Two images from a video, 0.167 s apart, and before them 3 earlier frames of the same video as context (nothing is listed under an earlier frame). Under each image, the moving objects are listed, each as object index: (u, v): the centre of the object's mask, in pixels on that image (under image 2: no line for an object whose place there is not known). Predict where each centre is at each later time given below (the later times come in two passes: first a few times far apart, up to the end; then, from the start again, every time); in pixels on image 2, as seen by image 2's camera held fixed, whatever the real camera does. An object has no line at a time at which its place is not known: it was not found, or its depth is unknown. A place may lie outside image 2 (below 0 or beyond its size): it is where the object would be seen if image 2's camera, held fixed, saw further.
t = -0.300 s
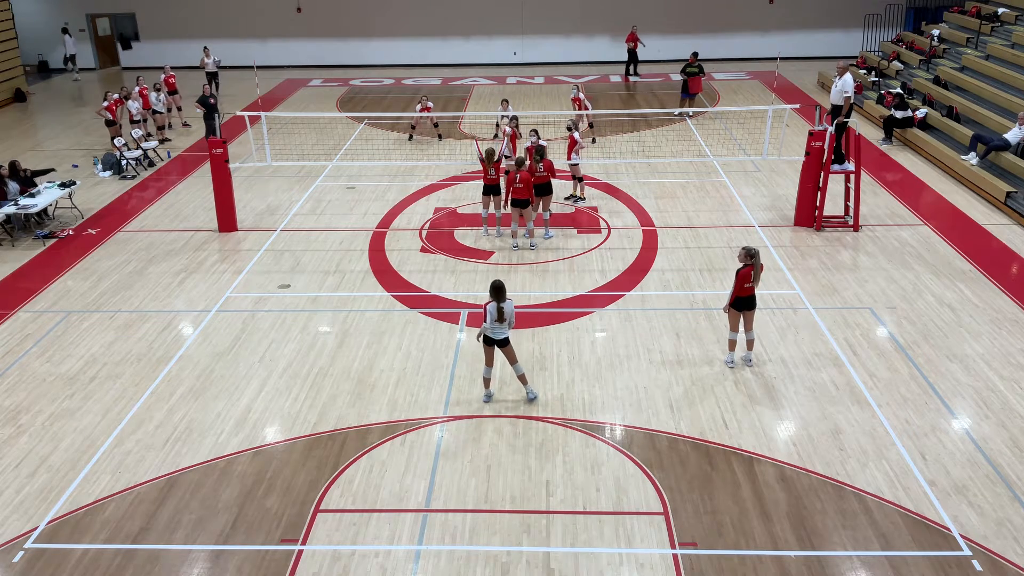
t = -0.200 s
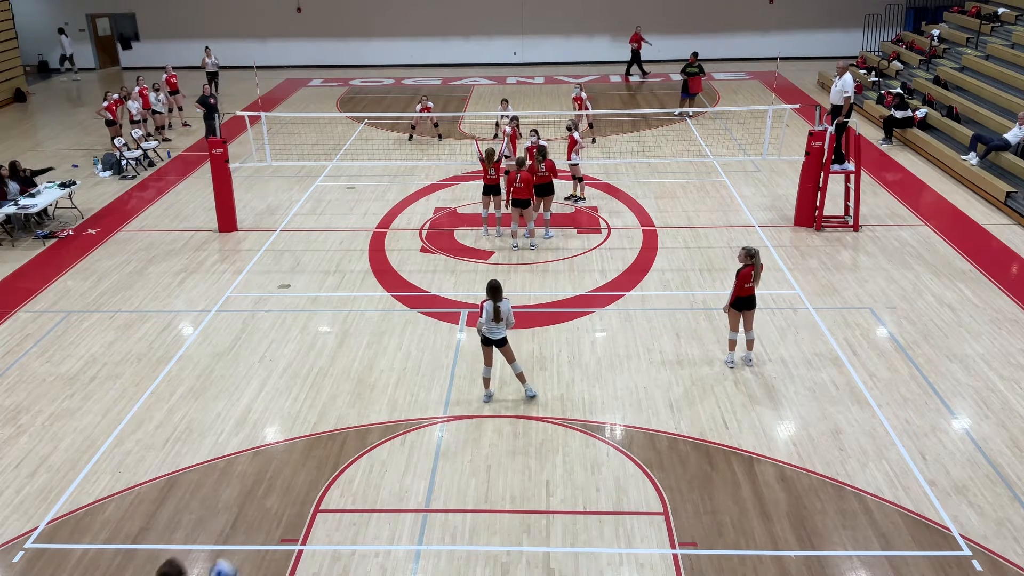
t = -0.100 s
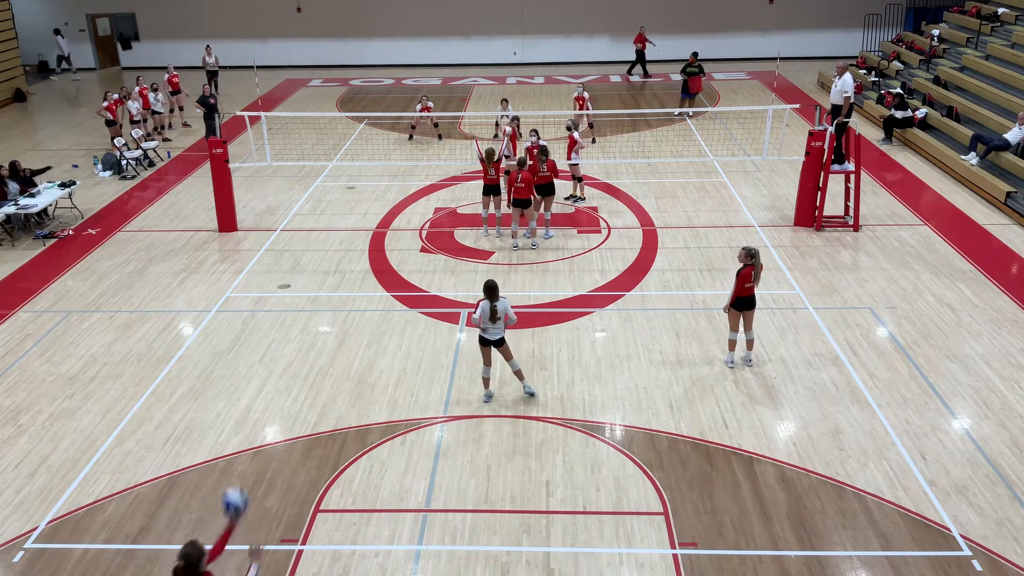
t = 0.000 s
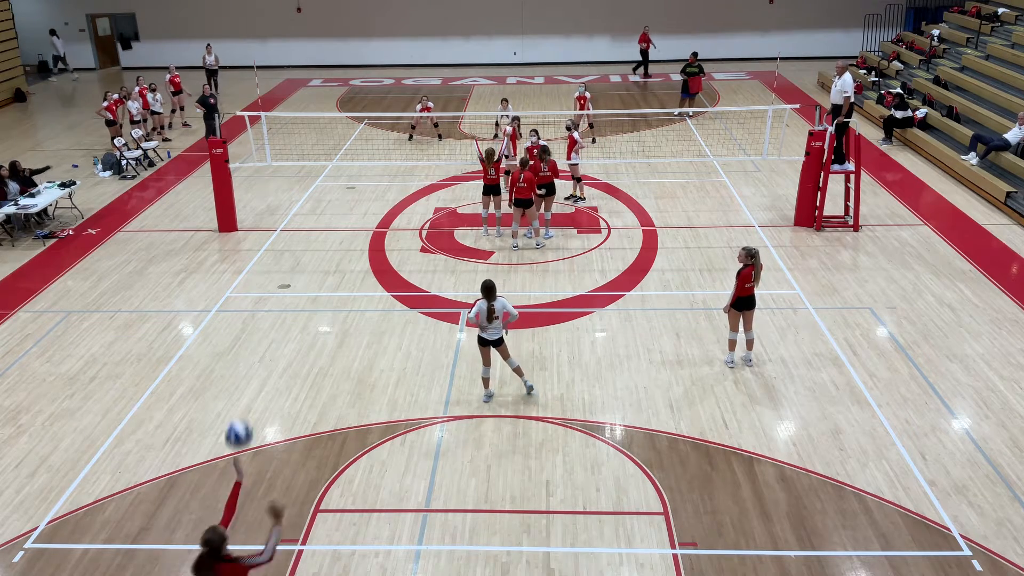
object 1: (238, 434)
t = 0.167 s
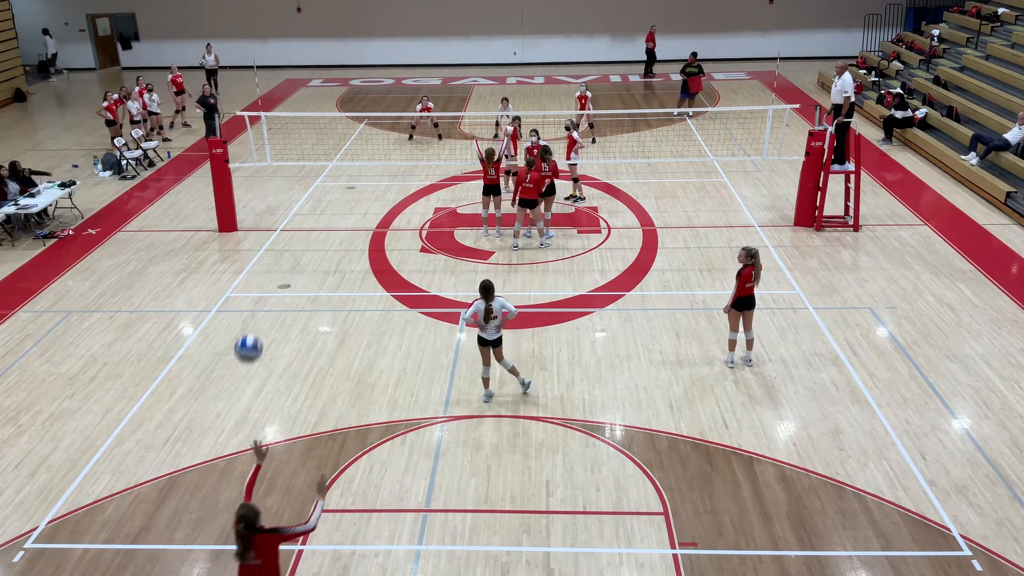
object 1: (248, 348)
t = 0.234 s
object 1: (253, 324)
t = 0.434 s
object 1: (271, 282)
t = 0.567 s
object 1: (285, 280)
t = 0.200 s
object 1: (251, 335)
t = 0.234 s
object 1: (253, 324)
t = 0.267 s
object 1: (256, 313)
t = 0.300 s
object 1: (258, 305)
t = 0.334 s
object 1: (261, 297)
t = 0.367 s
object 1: (265, 290)
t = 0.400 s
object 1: (268, 285)
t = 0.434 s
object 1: (271, 282)
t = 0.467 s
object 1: (275, 279)
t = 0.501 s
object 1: (278, 278)
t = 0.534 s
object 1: (282, 278)
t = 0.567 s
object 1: (285, 280)
